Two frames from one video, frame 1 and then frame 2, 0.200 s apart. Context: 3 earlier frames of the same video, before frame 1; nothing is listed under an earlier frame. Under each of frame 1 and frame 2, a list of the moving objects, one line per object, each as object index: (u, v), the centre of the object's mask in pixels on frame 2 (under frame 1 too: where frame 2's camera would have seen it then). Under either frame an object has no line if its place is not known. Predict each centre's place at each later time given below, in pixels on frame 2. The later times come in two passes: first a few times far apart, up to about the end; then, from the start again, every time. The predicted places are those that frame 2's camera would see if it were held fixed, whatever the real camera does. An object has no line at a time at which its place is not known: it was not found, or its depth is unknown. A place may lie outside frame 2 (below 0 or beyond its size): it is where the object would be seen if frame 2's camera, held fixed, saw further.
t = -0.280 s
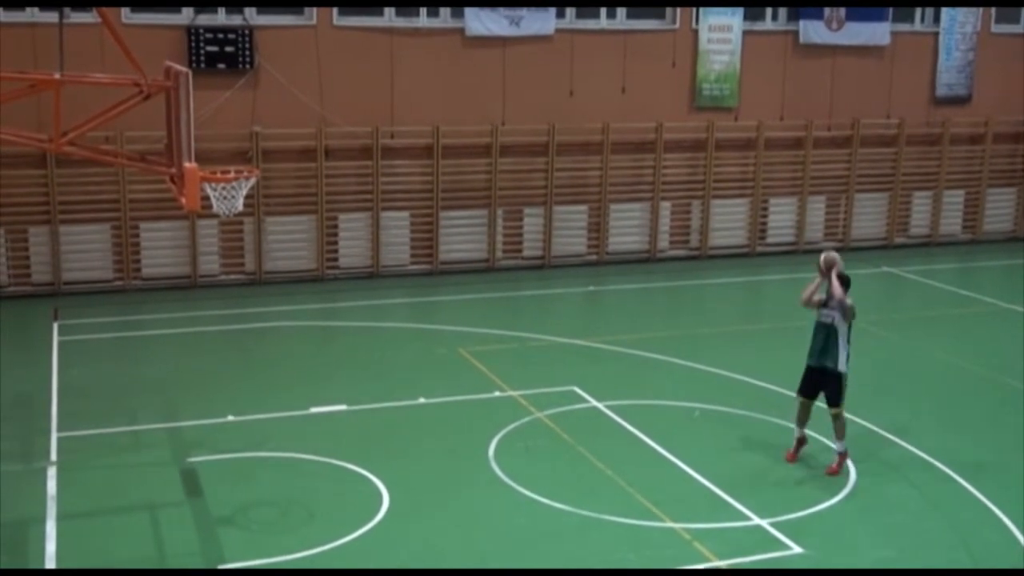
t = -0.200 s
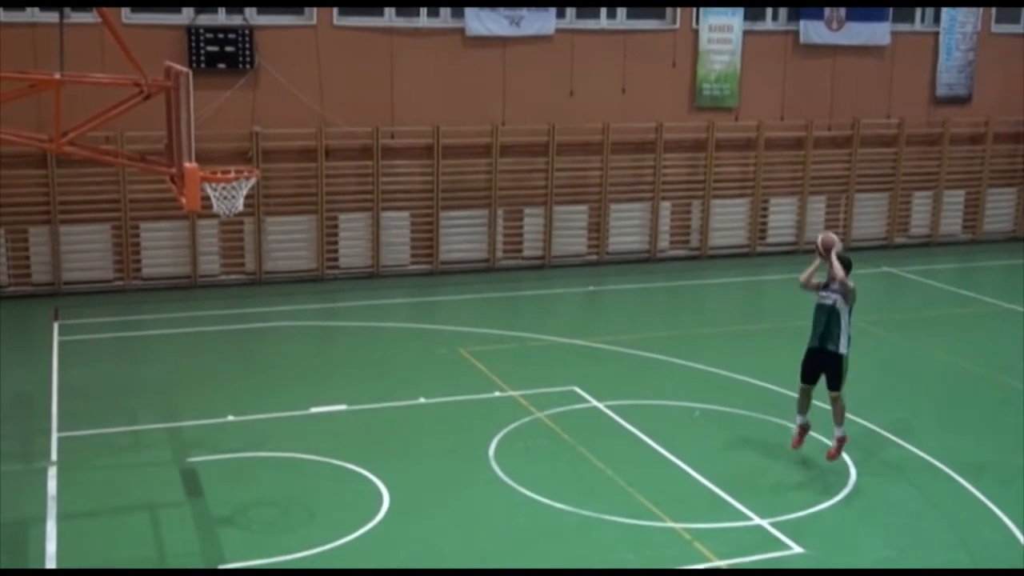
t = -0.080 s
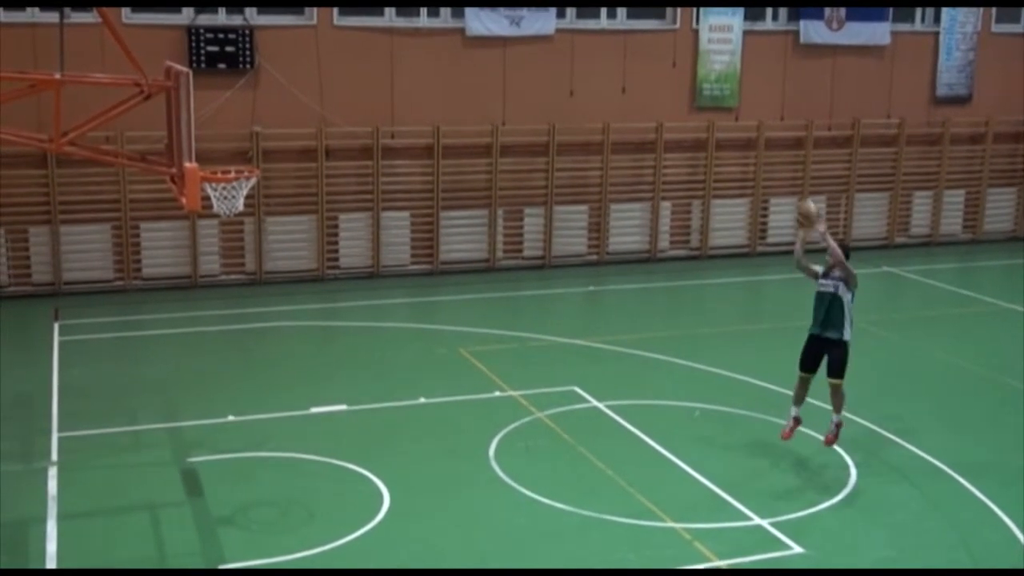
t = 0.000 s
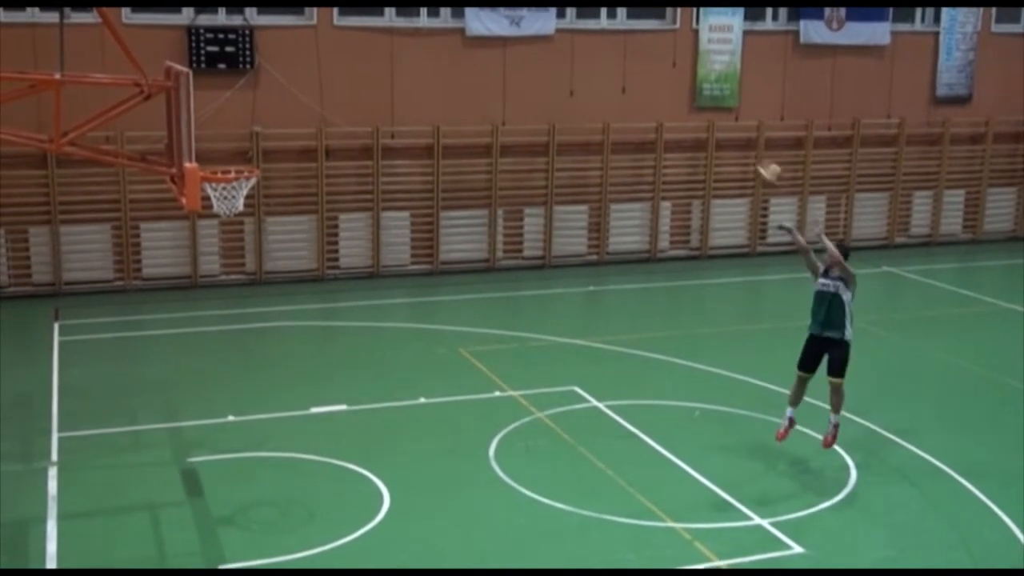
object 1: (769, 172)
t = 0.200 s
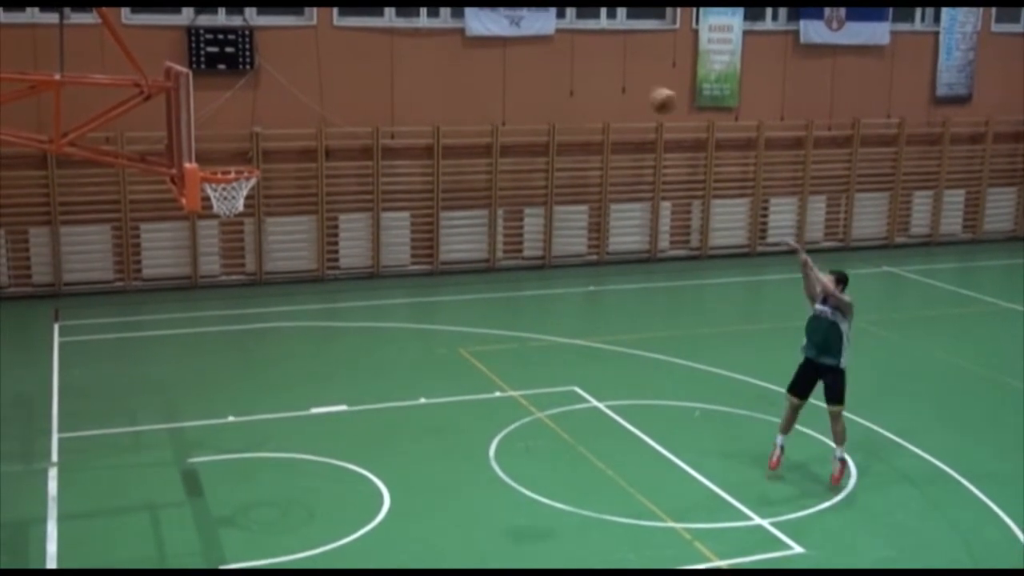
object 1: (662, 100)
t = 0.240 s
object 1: (638, 89)
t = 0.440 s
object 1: (524, 62)
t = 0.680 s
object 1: (383, 87)
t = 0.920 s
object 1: (262, 150)
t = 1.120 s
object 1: (257, 103)
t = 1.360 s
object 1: (255, 102)
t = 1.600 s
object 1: (251, 157)
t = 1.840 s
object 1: (219, 156)
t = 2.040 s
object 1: (232, 152)
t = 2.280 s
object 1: (234, 163)
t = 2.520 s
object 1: (222, 173)
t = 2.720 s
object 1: (216, 235)
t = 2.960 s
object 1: (222, 339)
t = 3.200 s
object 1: (229, 493)
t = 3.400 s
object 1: (237, 398)
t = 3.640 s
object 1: (248, 330)
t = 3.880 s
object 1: (260, 323)
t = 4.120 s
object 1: (275, 373)
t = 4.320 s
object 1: (287, 458)
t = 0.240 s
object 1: (638, 89)
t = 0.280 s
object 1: (615, 80)
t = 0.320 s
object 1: (594, 73)
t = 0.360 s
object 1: (570, 68)
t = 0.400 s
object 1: (547, 64)
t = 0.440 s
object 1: (524, 62)
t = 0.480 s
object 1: (501, 62)
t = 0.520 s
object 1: (478, 64)
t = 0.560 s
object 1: (454, 67)
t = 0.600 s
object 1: (431, 72)
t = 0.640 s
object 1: (408, 78)
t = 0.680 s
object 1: (383, 87)
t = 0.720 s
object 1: (358, 98)
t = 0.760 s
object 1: (335, 111)
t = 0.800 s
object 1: (312, 121)
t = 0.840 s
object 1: (288, 139)
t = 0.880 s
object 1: (264, 156)
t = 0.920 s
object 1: (262, 150)
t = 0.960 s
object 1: (259, 138)
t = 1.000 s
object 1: (259, 126)
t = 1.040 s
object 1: (258, 117)
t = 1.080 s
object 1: (257, 110)
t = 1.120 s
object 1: (257, 103)
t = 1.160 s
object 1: (257, 99)
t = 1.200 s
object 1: (257, 96)
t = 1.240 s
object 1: (257, 95)
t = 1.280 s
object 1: (256, 95)
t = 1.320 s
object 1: (255, 98)
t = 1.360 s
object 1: (255, 102)
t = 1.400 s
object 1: (254, 111)
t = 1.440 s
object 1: (256, 119)
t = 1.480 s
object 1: (255, 128)
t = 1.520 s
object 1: (255, 141)
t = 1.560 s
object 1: (255, 154)
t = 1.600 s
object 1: (251, 157)
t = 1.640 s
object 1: (246, 153)
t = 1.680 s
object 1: (240, 150)
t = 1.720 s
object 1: (235, 148)
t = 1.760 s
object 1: (229, 149)
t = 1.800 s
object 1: (225, 152)
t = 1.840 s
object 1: (219, 156)
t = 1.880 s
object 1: (212, 161)
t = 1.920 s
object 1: (213, 159)
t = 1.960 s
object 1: (222, 154)
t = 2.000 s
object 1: (226, 152)
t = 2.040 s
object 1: (232, 152)
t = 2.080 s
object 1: (236, 153)
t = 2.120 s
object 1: (240, 156)
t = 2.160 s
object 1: (244, 160)
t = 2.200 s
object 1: (244, 161)
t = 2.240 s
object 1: (239, 161)
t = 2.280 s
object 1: (234, 163)
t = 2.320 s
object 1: (230, 164)
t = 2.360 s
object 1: (227, 167)
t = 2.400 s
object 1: (221, 171)
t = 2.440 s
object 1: (209, 182)
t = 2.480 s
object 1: (226, 173)
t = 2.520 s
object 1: (222, 173)
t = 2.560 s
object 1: (225, 173)
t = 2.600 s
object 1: (216, 211)
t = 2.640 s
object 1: (215, 218)
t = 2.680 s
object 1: (215, 223)
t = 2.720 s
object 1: (216, 235)
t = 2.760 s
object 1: (216, 248)
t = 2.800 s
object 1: (217, 263)
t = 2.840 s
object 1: (219, 279)
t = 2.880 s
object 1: (220, 296)
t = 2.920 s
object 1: (221, 316)
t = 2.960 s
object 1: (222, 339)
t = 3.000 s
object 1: (223, 359)
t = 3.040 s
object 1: (224, 384)
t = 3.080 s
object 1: (226, 408)
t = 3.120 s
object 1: (227, 437)
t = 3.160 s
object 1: (227, 464)
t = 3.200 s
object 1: (229, 493)
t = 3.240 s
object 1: (231, 475)
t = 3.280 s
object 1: (232, 453)
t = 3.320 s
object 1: (233, 433)
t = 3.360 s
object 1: (236, 414)
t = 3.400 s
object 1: (237, 398)
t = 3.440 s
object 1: (239, 383)
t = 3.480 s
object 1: (240, 369)
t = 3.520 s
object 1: (242, 356)
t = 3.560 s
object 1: (244, 346)
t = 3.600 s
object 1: (246, 337)
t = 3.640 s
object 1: (248, 330)
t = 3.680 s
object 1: (250, 326)
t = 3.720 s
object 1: (252, 321)
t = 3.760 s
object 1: (254, 319)
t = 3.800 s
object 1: (256, 319)
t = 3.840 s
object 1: (259, 320)
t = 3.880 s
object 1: (260, 323)
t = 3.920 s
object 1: (263, 327)
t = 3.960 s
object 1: (266, 333)
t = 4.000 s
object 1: (268, 341)
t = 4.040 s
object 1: (270, 350)
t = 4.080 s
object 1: (273, 361)
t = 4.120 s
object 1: (275, 373)
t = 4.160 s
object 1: (277, 387)
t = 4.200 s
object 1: (280, 402)
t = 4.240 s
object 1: (282, 420)
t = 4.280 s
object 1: (285, 438)
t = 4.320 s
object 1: (287, 458)
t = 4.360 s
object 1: (290, 481)
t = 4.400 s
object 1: (290, 467)
